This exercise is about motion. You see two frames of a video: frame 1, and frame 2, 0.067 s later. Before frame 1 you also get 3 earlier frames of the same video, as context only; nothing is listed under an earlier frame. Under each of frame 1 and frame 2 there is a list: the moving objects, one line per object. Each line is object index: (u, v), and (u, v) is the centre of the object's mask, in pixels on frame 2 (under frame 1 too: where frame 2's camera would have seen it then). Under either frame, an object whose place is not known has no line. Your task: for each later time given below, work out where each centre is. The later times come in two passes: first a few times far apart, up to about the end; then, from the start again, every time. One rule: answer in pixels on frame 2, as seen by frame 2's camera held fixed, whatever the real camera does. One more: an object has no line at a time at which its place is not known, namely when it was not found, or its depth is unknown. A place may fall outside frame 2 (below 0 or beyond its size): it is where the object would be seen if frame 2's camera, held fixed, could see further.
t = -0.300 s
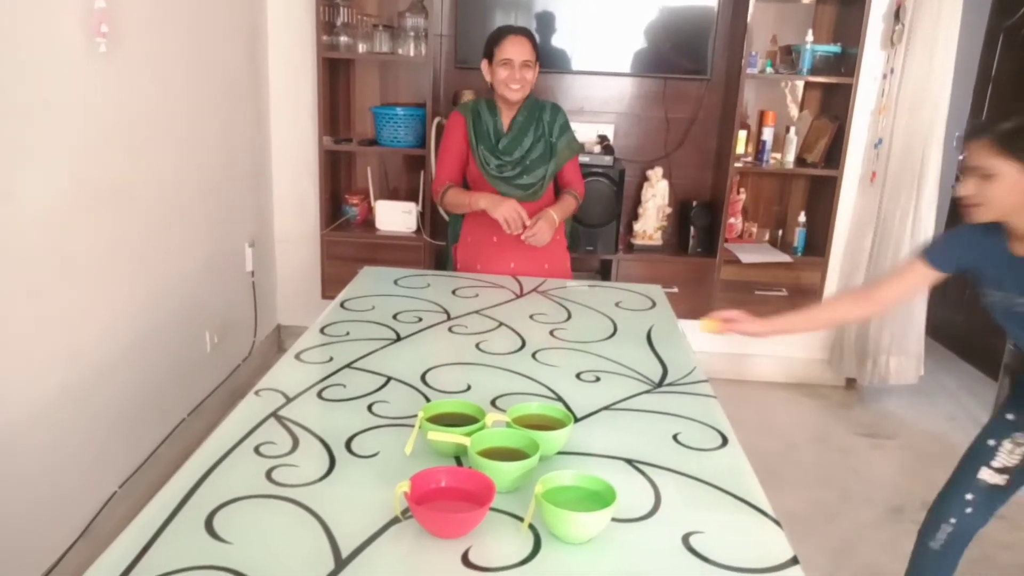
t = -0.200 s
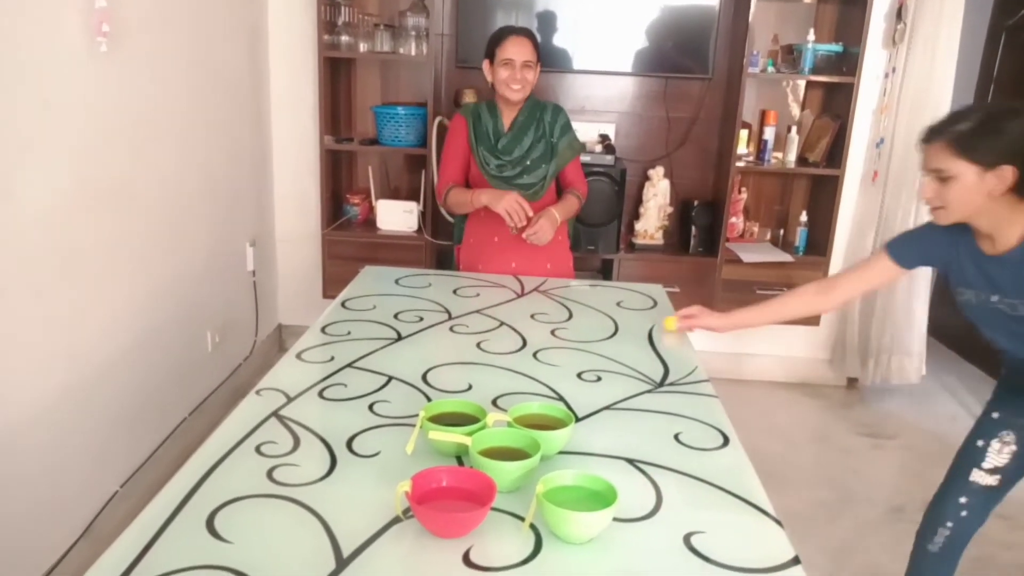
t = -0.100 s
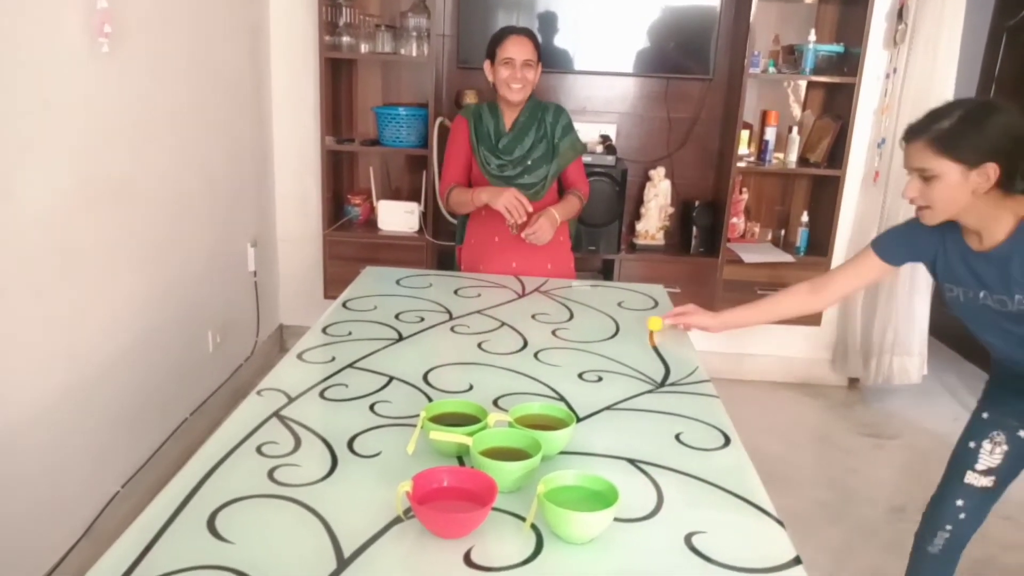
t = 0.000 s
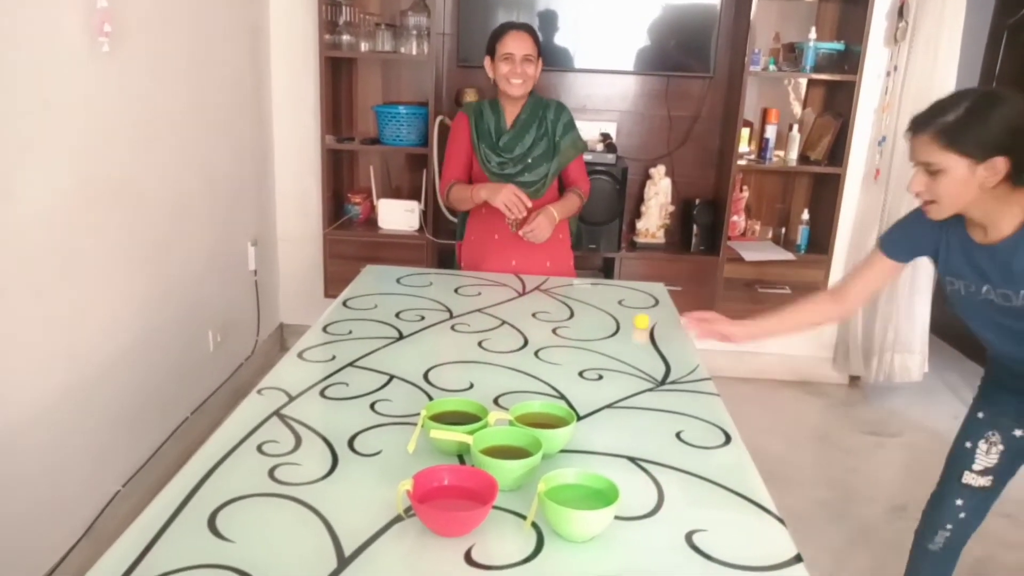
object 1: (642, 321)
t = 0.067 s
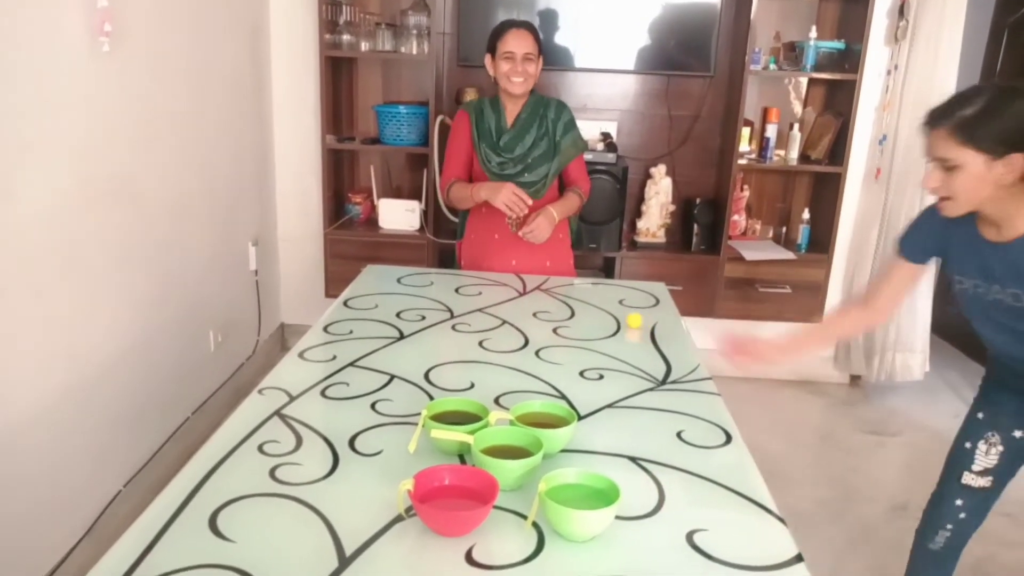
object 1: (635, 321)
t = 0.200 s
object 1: (619, 320)
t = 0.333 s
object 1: (602, 319)
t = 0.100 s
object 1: (631, 320)
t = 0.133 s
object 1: (627, 320)
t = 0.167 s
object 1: (623, 320)
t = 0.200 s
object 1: (619, 320)
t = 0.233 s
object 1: (614, 319)
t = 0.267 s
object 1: (610, 319)
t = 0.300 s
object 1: (606, 319)
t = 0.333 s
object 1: (602, 319)
